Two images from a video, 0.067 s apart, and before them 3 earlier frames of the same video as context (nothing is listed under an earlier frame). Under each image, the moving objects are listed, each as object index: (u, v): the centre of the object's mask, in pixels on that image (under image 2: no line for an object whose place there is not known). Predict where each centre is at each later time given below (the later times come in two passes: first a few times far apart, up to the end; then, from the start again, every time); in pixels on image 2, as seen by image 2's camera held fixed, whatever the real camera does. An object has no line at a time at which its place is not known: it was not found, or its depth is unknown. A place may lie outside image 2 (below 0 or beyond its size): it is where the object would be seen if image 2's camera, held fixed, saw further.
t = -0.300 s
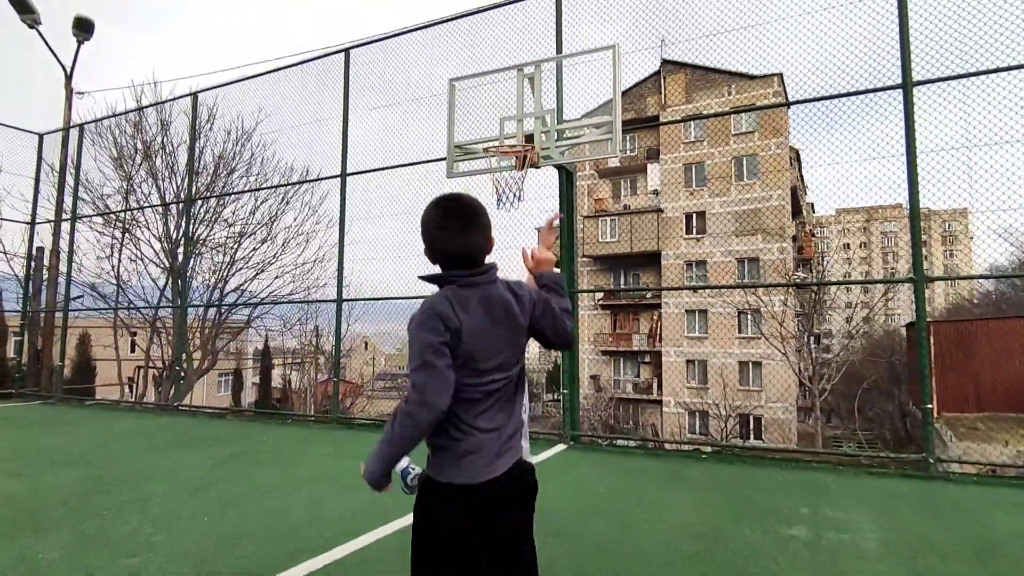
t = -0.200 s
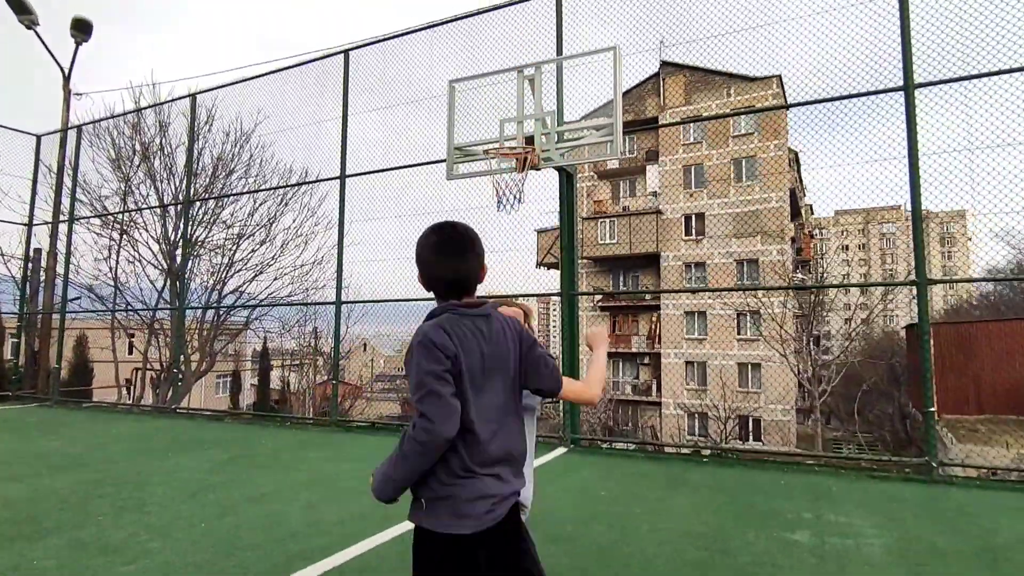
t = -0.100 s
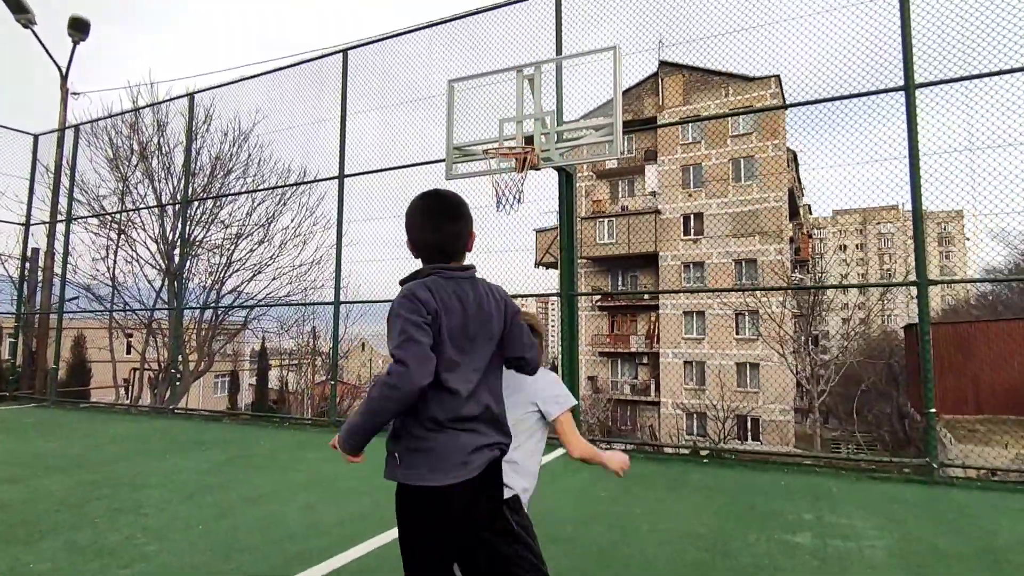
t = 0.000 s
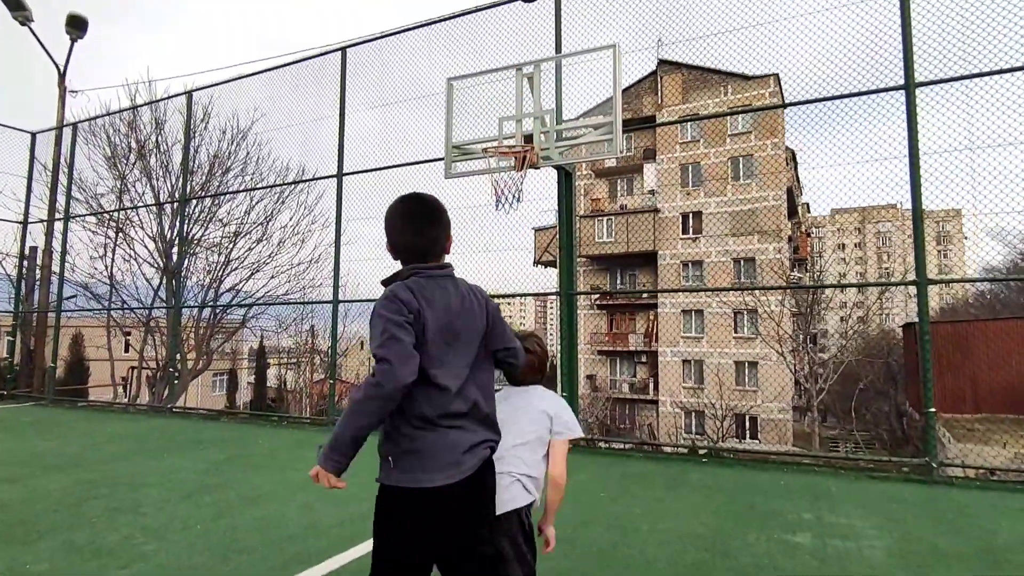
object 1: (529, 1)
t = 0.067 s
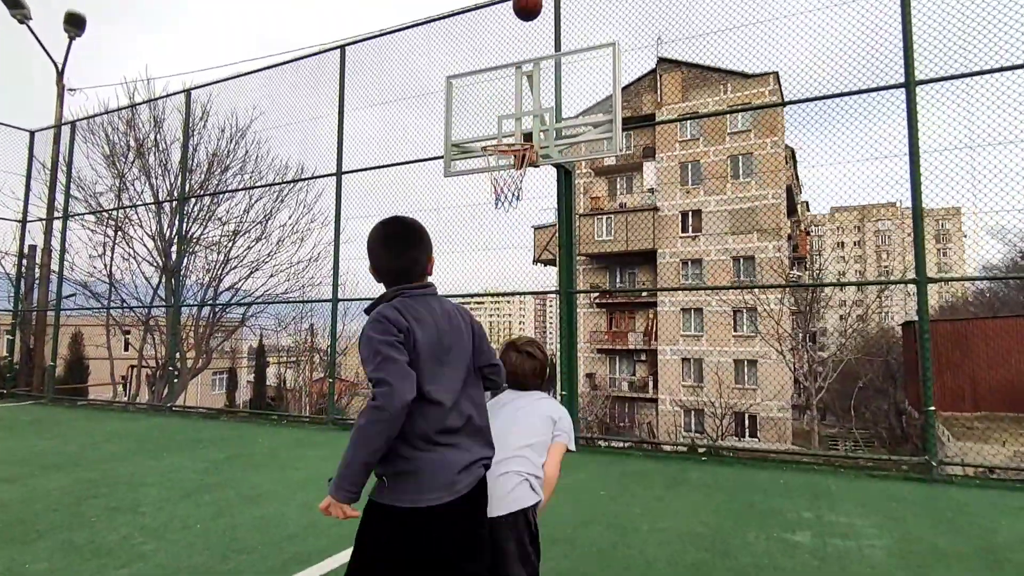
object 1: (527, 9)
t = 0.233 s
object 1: (526, 73)
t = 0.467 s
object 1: (491, 133)
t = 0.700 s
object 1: (413, 164)
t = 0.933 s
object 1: (337, 254)
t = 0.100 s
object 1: (527, 17)
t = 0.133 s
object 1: (527, 30)
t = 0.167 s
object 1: (527, 43)
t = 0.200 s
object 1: (526, 58)
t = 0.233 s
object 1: (526, 73)
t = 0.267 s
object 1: (526, 88)
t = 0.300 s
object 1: (526, 104)
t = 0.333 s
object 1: (525, 121)
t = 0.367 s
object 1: (525, 135)
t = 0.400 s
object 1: (513, 134)
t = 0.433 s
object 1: (502, 133)
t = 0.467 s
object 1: (491, 133)
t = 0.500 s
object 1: (480, 134)
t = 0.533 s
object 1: (469, 136)
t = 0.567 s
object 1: (458, 139)
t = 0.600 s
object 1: (447, 144)
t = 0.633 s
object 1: (436, 149)
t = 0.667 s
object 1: (424, 156)
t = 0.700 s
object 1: (413, 164)
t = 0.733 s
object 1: (402, 174)
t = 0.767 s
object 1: (391, 184)
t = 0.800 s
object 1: (380, 196)
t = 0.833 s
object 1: (370, 209)
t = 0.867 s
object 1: (359, 223)
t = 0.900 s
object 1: (349, 237)
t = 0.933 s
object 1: (337, 254)
